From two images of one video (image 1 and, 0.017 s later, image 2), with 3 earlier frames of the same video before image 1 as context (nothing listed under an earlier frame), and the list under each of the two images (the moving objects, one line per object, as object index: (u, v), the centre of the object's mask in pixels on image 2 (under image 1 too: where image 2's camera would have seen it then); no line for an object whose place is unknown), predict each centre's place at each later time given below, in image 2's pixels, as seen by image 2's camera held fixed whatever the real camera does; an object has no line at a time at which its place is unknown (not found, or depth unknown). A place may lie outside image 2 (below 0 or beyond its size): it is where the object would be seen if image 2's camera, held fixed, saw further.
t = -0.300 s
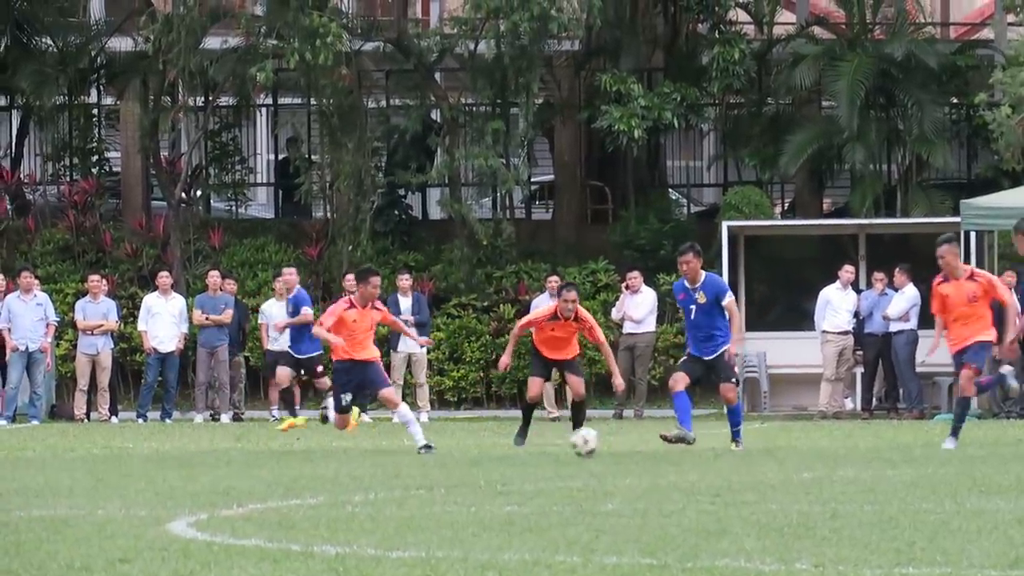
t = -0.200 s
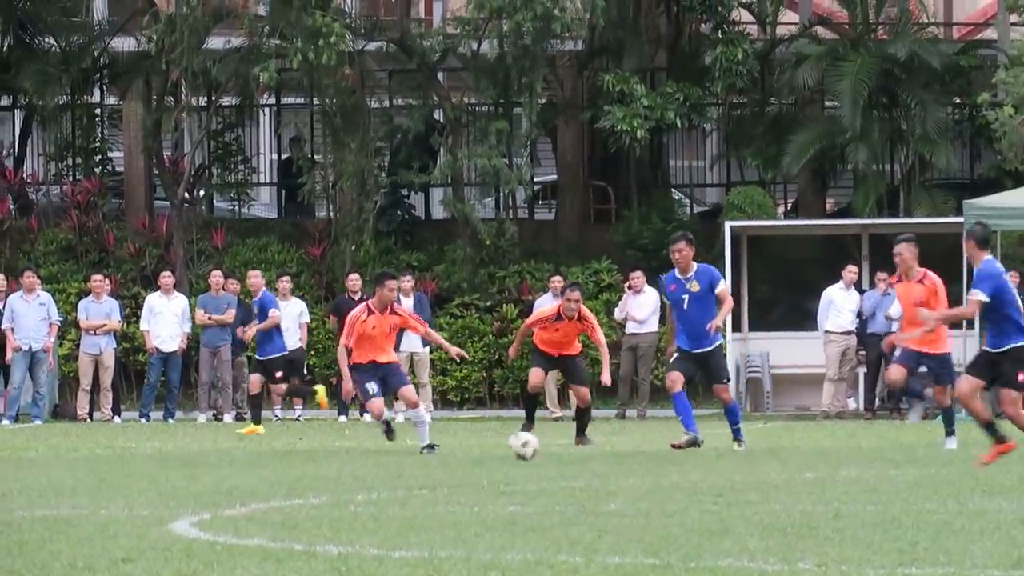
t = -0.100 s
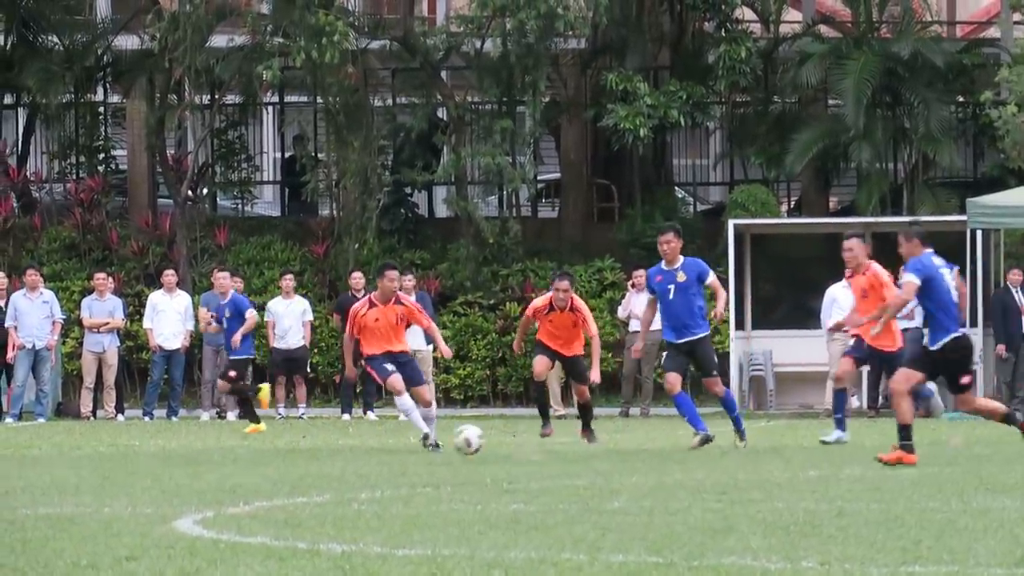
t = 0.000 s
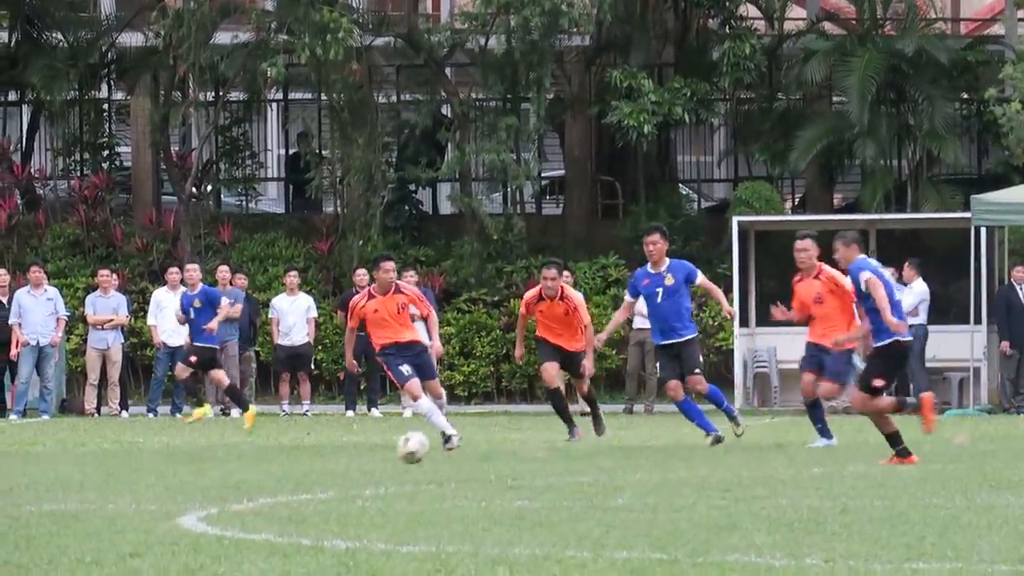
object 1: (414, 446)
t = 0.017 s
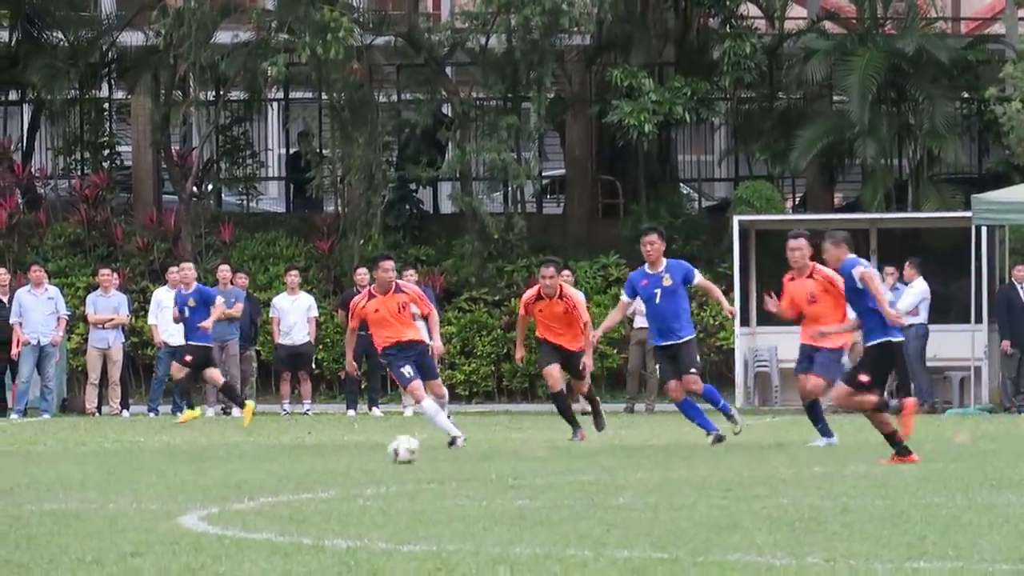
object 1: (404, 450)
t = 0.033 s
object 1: (395, 449)
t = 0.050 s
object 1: (386, 447)
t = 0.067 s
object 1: (379, 445)
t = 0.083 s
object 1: (372, 443)
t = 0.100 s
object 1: (363, 441)
